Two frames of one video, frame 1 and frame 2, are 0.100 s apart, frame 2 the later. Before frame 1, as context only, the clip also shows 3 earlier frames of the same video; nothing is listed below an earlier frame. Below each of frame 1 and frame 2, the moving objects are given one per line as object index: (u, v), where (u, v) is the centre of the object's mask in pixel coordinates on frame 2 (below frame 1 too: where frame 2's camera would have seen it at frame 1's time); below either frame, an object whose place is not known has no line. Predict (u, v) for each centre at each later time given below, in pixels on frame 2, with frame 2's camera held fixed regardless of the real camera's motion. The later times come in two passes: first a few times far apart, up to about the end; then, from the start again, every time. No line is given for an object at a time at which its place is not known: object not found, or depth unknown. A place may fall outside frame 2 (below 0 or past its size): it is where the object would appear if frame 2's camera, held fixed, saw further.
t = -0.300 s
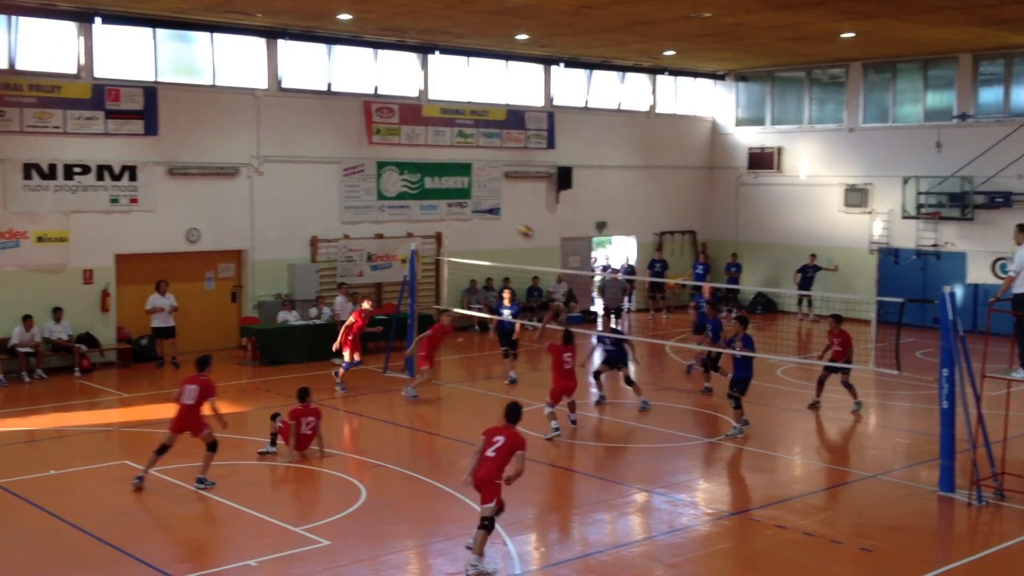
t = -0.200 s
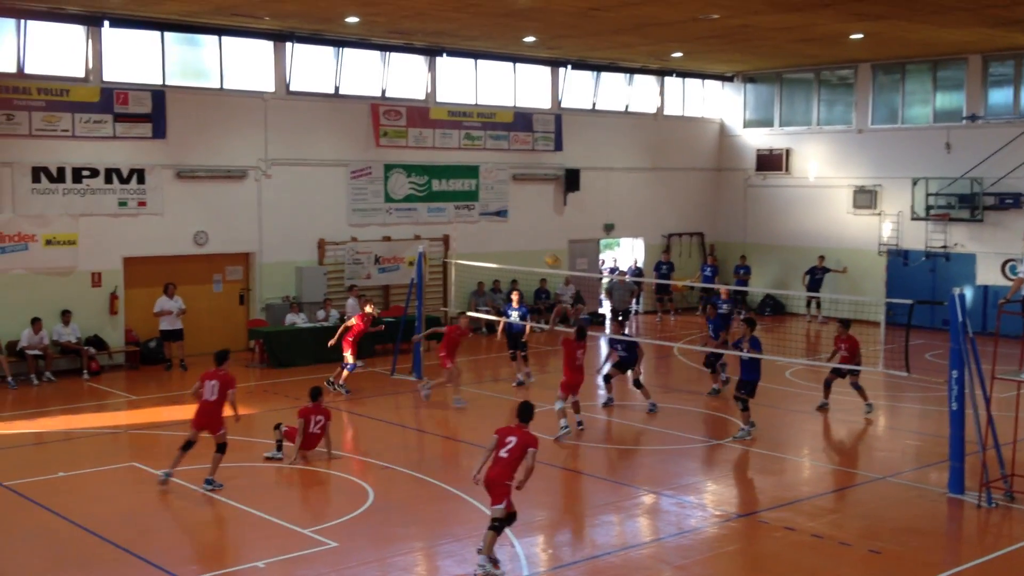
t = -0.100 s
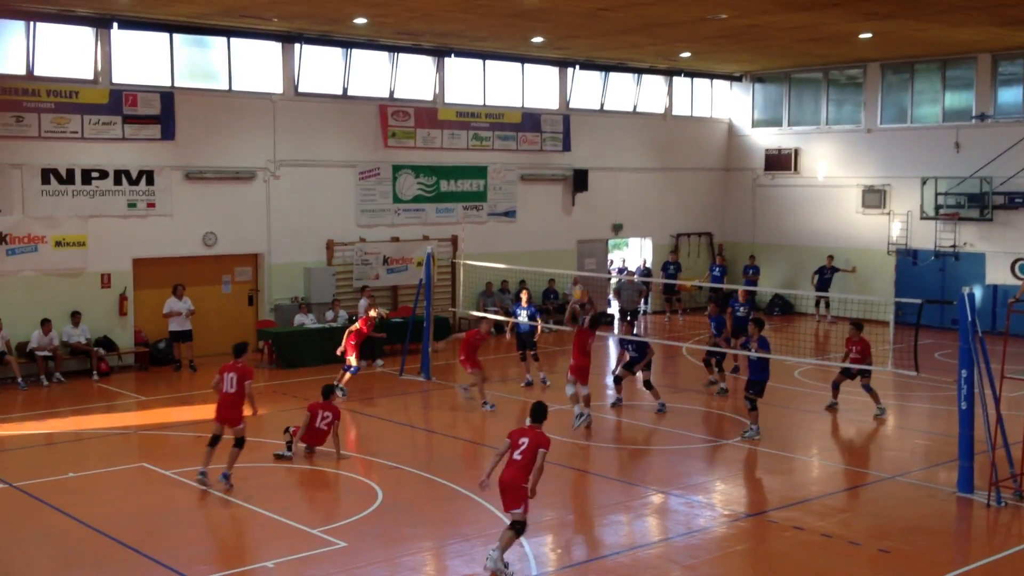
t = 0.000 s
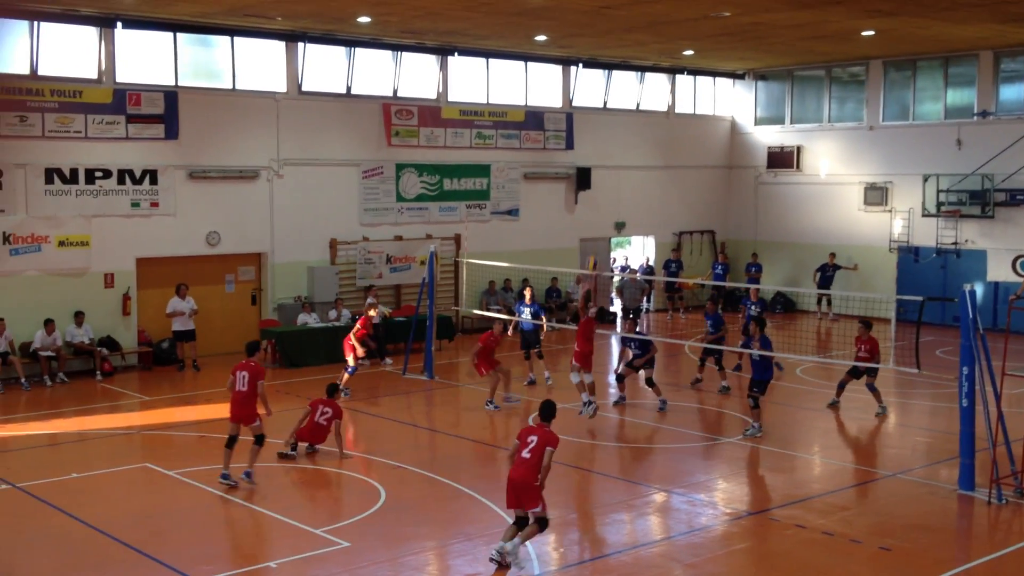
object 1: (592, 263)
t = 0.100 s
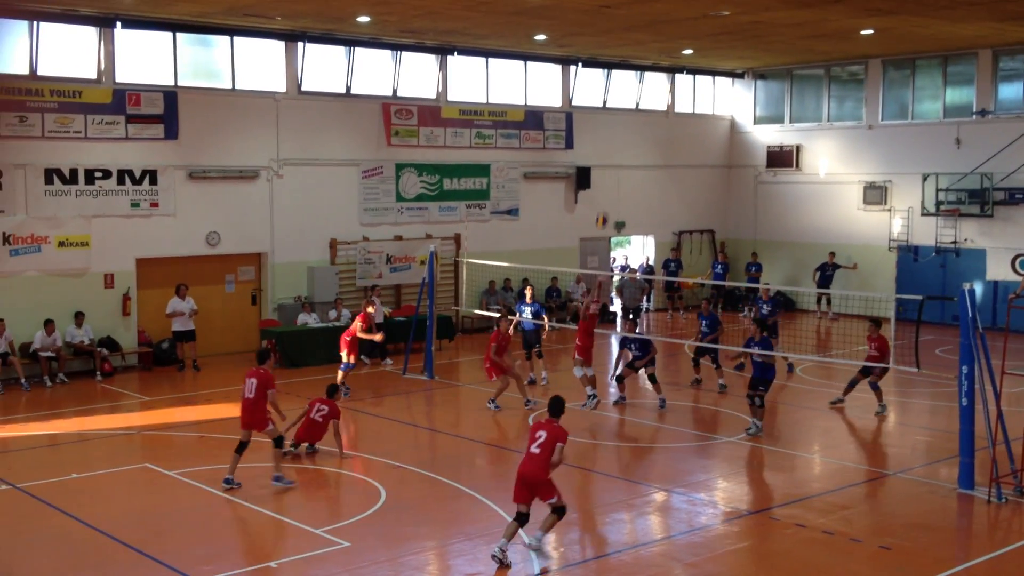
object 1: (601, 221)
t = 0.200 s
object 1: (611, 182)
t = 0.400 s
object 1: (632, 123)
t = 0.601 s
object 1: (654, 89)
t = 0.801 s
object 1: (678, 84)
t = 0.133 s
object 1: (605, 207)
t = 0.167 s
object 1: (608, 194)
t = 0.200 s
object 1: (611, 182)
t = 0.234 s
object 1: (614, 170)
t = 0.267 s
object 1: (619, 159)
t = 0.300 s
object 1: (622, 149)
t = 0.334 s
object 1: (625, 140)
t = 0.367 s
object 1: (629, 131)
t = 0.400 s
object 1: (632, 123)
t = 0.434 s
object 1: (636, 116)
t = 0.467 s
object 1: (640, 109)
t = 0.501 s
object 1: (643, 103)
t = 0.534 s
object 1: (647, 97)
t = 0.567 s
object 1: (650, 93)
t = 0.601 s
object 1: (654, 89)
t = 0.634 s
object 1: (658, 86)
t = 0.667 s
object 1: (663, 83)
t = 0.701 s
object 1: (667, 82)
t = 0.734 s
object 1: (670, 82)
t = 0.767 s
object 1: (674, 83)
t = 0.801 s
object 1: (678, 84)
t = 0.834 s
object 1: (682, 86)
